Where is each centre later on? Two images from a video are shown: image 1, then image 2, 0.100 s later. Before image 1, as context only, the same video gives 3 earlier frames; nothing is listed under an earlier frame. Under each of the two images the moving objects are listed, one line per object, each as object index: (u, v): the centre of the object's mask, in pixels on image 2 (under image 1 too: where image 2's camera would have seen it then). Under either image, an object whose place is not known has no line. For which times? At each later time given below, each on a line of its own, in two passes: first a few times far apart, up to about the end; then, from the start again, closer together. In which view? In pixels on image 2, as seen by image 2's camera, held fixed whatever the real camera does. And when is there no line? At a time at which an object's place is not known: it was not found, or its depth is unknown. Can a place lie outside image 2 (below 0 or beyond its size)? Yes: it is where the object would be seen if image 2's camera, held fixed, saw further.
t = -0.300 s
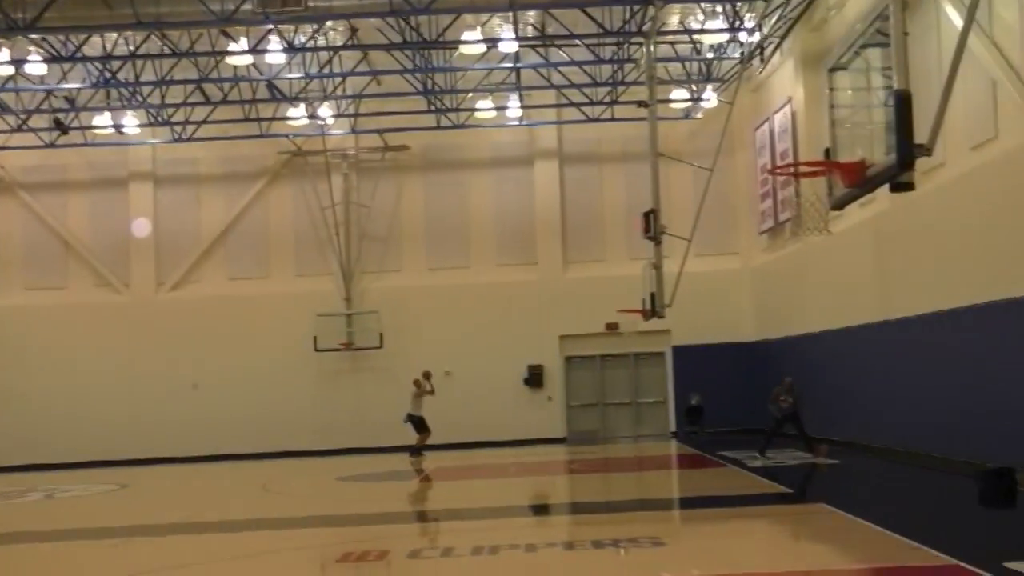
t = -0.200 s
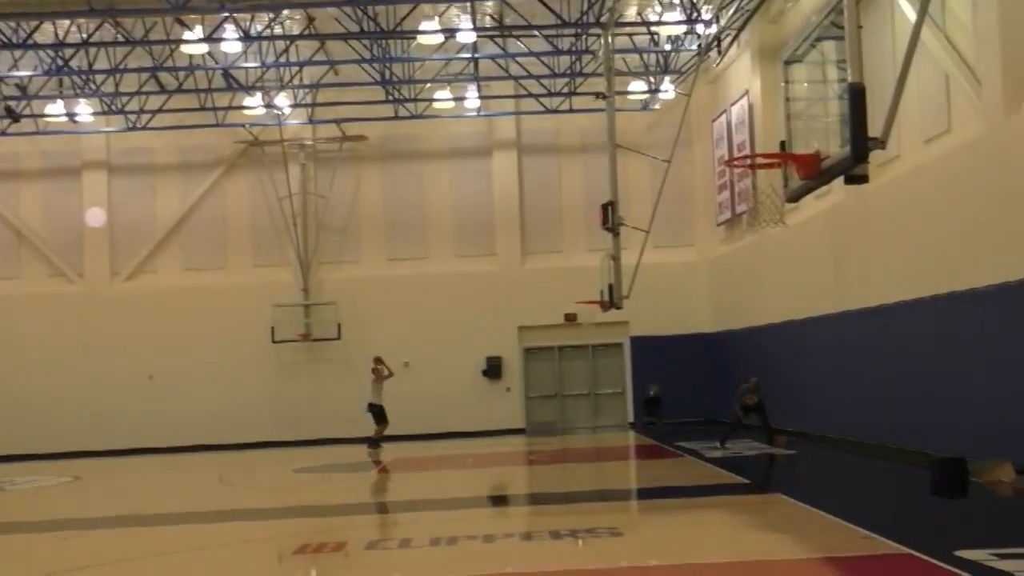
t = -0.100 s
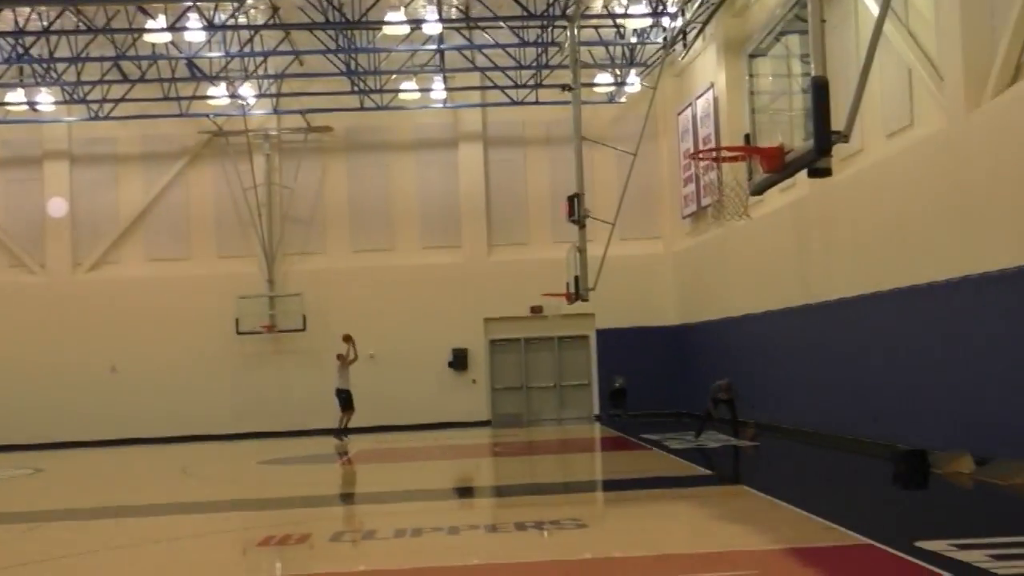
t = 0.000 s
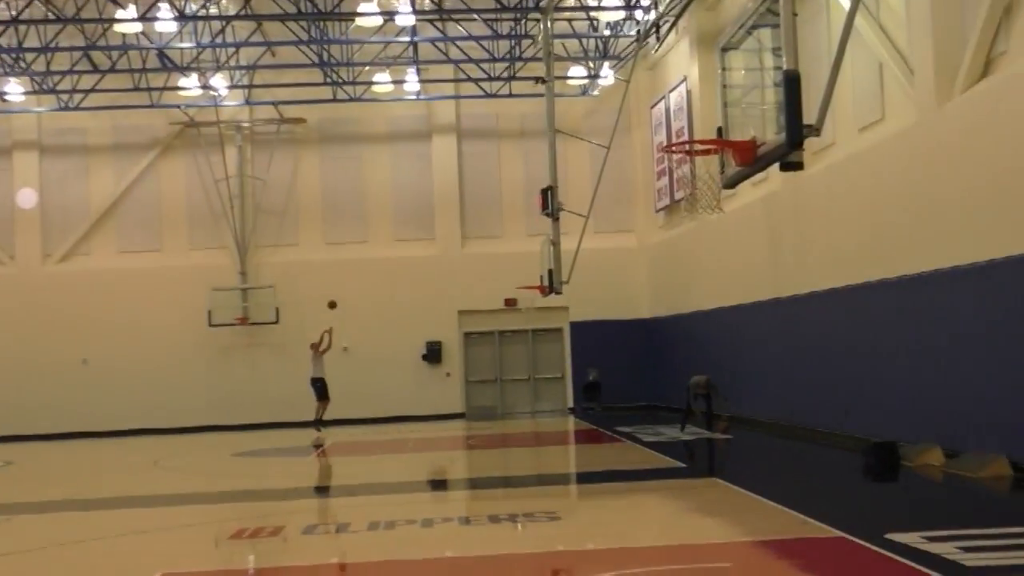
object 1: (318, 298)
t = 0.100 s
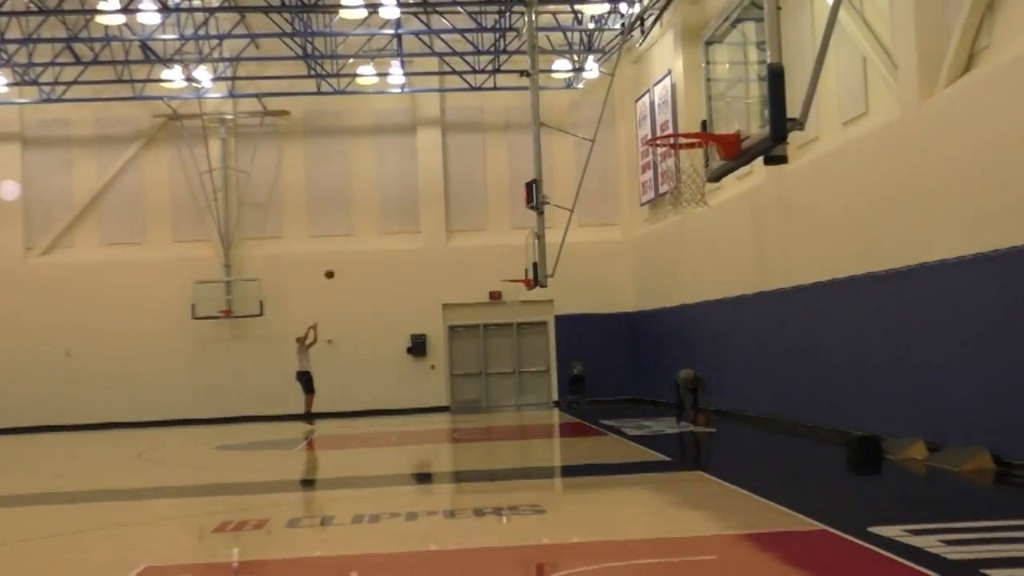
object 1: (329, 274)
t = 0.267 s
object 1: (351, 241)
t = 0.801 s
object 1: (431, 215)
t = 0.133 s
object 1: (333, 267)
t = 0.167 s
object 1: (338, 259)
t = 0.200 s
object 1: (342, 253)
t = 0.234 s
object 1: (347, 247)
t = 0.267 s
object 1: (351, 241)
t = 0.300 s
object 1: (356, 236)
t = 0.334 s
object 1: (361, 231)
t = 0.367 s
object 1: (366, 227)
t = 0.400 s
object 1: (370, 223)
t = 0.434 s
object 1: (375, 220)
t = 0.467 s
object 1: (380, 217)
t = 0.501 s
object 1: (385, 214)
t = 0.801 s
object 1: (431, 215)
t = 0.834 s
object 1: (436, 217)
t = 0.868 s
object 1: (441, 220)
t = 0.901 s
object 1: (447, 224)
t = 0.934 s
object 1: (452, 228)
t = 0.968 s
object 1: (457, 232)
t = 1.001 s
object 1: (463, 237)
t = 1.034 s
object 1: (468, 242)
